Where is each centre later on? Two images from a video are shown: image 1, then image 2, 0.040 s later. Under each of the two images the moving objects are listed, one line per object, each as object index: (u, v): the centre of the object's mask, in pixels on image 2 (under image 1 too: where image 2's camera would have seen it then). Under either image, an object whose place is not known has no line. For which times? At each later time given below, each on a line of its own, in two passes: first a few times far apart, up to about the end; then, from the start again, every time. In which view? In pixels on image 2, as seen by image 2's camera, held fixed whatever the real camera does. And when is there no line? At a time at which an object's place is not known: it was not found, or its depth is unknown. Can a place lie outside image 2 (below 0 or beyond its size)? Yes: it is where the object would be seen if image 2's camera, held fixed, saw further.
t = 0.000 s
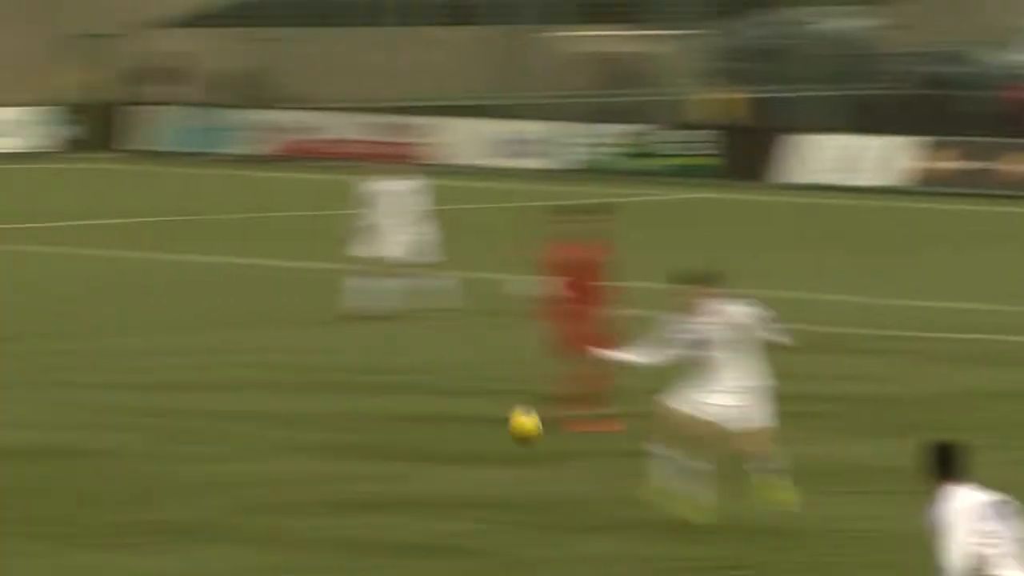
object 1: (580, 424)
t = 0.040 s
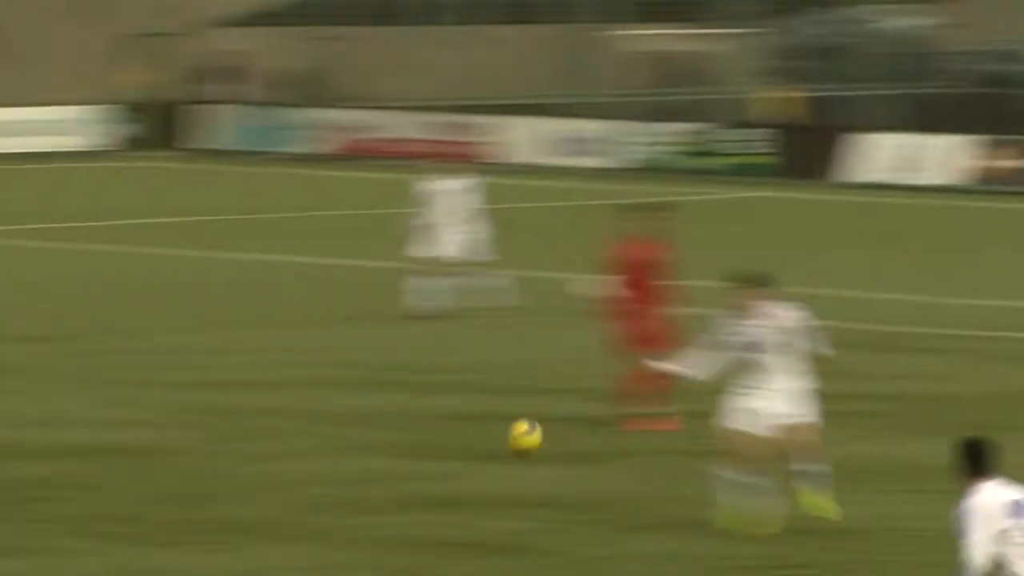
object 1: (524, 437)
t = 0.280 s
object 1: (228, 499)
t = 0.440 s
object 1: (102, 457)
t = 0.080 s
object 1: (470, 452)
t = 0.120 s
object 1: (414, 470)
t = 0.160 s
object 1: (358, 489)
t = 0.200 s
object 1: (301, 514)
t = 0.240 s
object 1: (260, 517)
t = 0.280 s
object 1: (228, 499)
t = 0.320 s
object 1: (193, 484)
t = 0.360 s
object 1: (164, 473)
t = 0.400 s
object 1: (134, 464)
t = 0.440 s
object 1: (102, 457)
